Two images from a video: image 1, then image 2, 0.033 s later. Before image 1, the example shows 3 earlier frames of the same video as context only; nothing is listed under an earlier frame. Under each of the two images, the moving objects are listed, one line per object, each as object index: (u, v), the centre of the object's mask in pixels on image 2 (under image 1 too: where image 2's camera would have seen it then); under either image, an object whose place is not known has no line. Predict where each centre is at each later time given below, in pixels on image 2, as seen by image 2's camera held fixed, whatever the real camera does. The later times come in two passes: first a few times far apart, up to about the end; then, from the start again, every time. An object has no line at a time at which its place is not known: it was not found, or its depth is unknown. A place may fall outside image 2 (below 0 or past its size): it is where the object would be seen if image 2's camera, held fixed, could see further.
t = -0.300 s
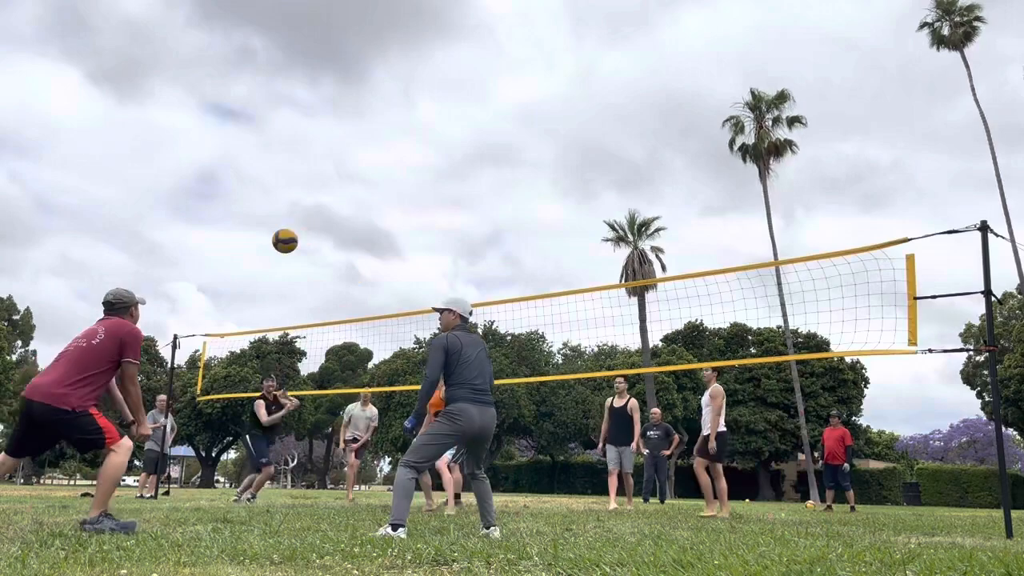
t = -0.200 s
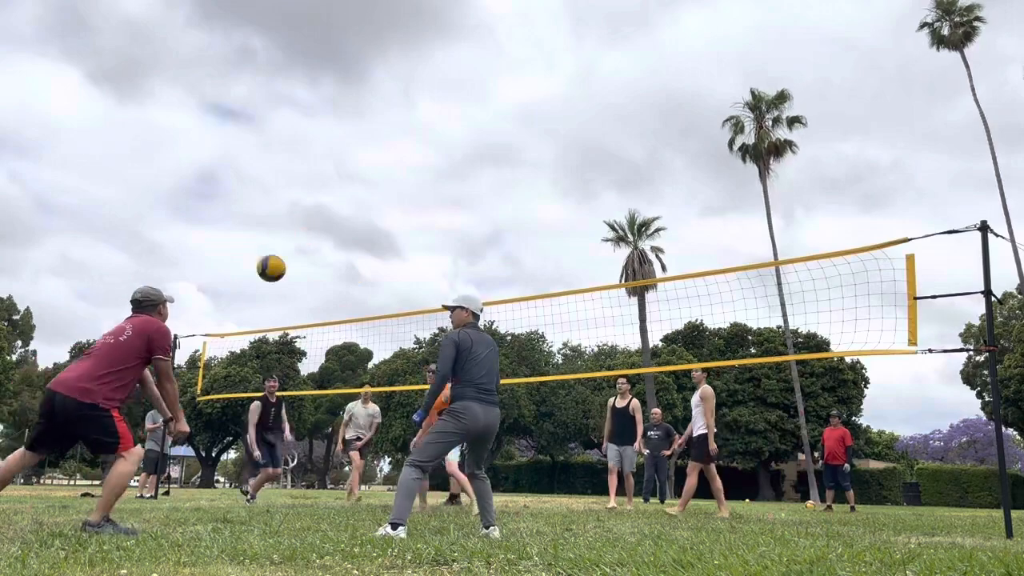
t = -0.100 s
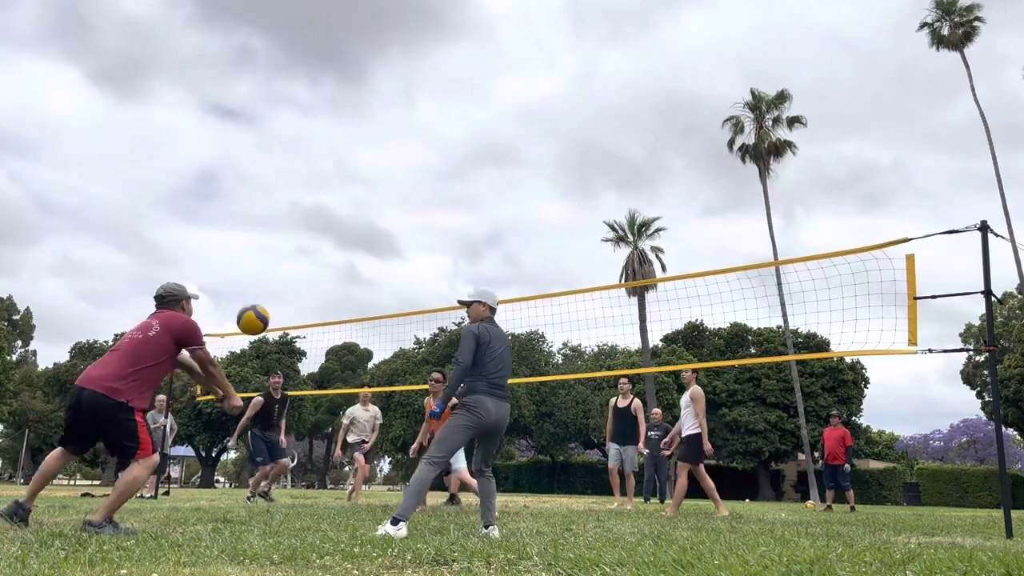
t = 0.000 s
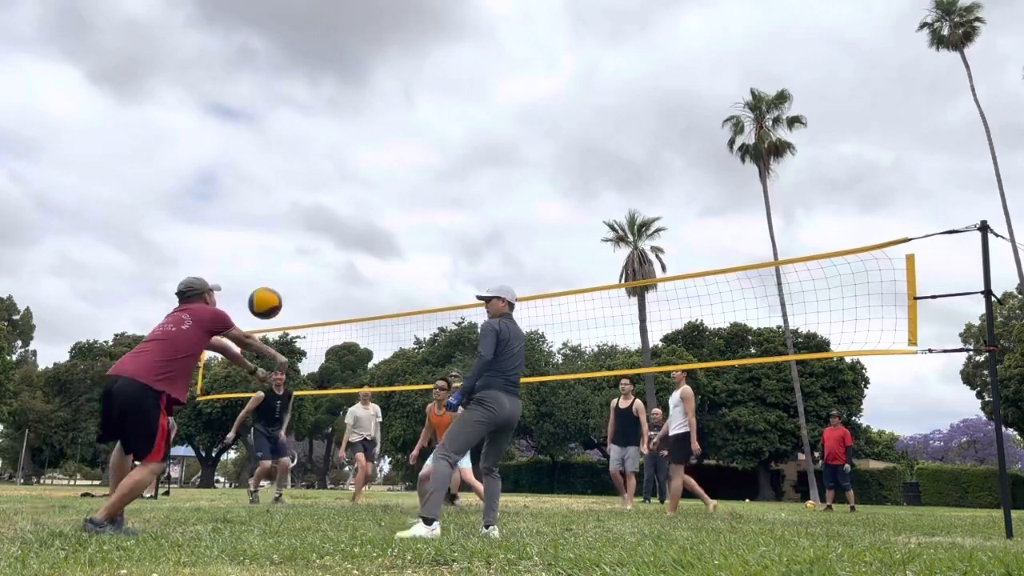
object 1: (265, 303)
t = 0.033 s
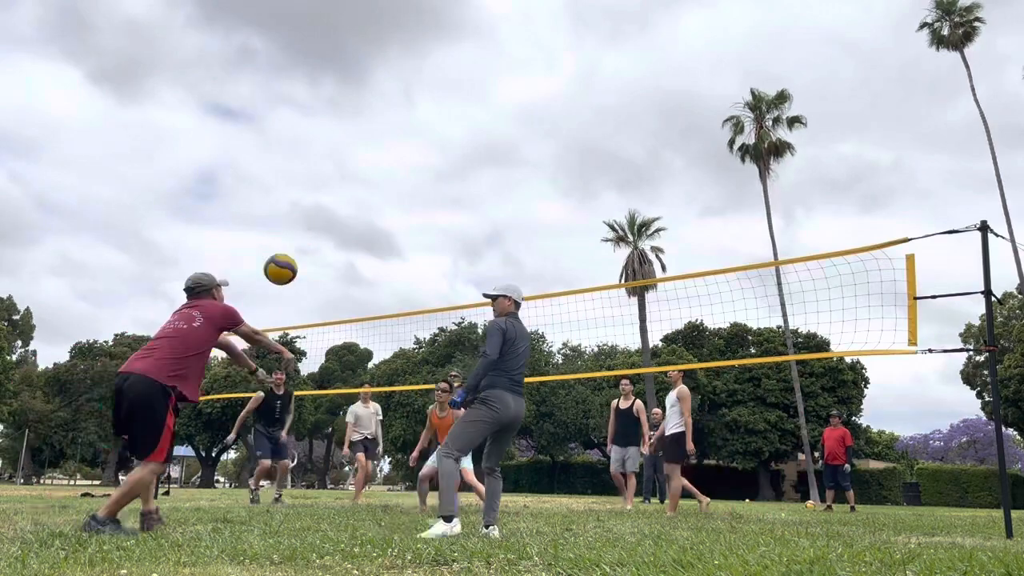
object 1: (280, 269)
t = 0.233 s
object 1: (359, 118)
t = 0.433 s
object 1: (421, 37)
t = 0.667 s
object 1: (482, 10)
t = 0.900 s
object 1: (535, 36)
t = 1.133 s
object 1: (583, 114)
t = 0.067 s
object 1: (295, 238)
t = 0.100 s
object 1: (309, 209)
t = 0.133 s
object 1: (322, 183)
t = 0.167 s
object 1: (335, 159)
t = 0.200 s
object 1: (347, 138)
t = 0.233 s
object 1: (359, 118)
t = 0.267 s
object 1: (370, 101)
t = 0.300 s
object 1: (380, 85)
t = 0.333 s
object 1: (391, 71)
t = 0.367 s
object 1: (401, 58)
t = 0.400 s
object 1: (411, 47)
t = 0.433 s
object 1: (421, 37)
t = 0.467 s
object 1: (430, 29)
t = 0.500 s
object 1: (439, 22)
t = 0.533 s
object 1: (448, 17)
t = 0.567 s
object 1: (457, 13)
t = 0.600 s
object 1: (465, 11)
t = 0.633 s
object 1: (474, 10)
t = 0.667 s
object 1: (482, 10)
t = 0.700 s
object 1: (490, 10)
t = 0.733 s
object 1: (498, 11)
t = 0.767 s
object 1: (505, 13)
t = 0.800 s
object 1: (513, 18)
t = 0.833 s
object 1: (521, 23)
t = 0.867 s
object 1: (528, 29)
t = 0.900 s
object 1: (535, 36)
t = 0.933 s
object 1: (542, 44)
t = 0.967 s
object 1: (549, 53)
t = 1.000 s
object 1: (556, 63)
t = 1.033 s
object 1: (563, 75)
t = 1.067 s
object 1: (570, 87)
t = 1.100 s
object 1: (576, 100)
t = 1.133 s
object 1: (583, 114)
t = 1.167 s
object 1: (589, 129)
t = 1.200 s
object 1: (596, 145)
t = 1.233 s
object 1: (602, 162)
